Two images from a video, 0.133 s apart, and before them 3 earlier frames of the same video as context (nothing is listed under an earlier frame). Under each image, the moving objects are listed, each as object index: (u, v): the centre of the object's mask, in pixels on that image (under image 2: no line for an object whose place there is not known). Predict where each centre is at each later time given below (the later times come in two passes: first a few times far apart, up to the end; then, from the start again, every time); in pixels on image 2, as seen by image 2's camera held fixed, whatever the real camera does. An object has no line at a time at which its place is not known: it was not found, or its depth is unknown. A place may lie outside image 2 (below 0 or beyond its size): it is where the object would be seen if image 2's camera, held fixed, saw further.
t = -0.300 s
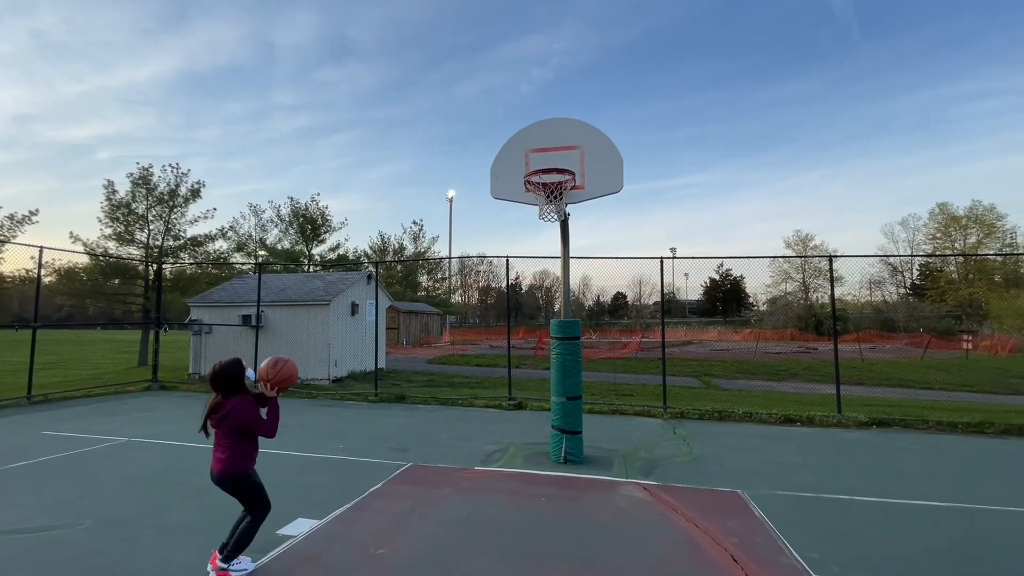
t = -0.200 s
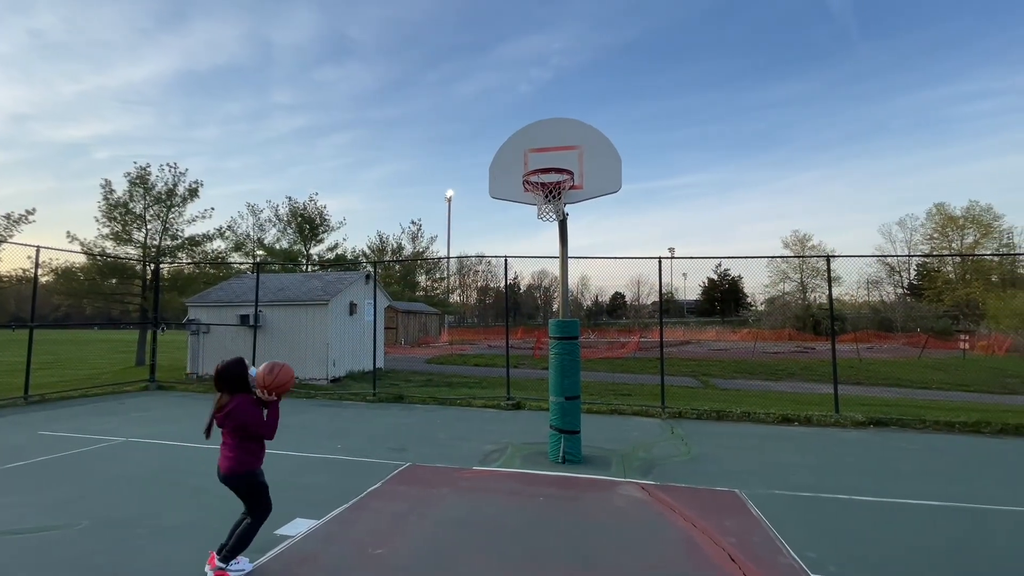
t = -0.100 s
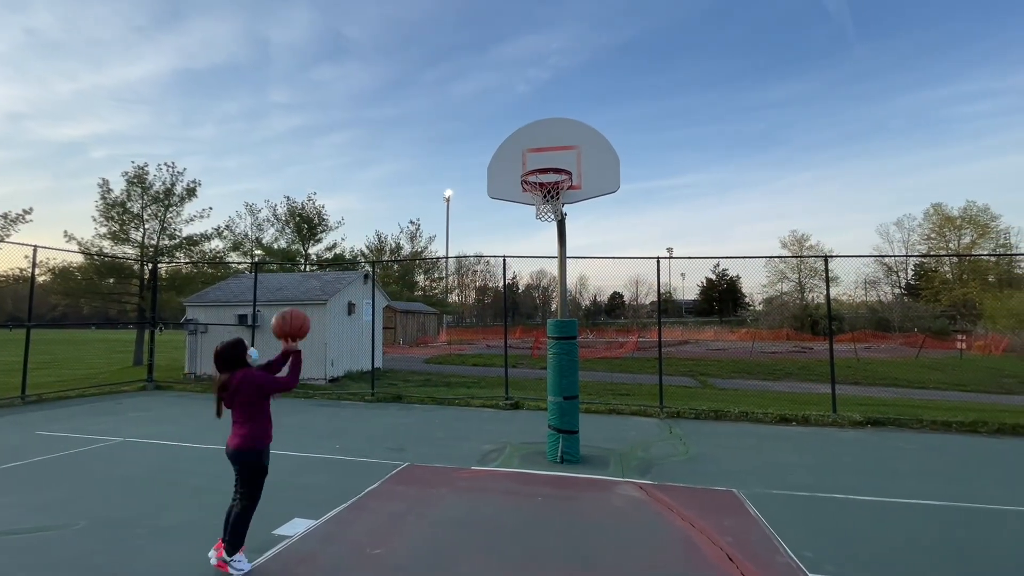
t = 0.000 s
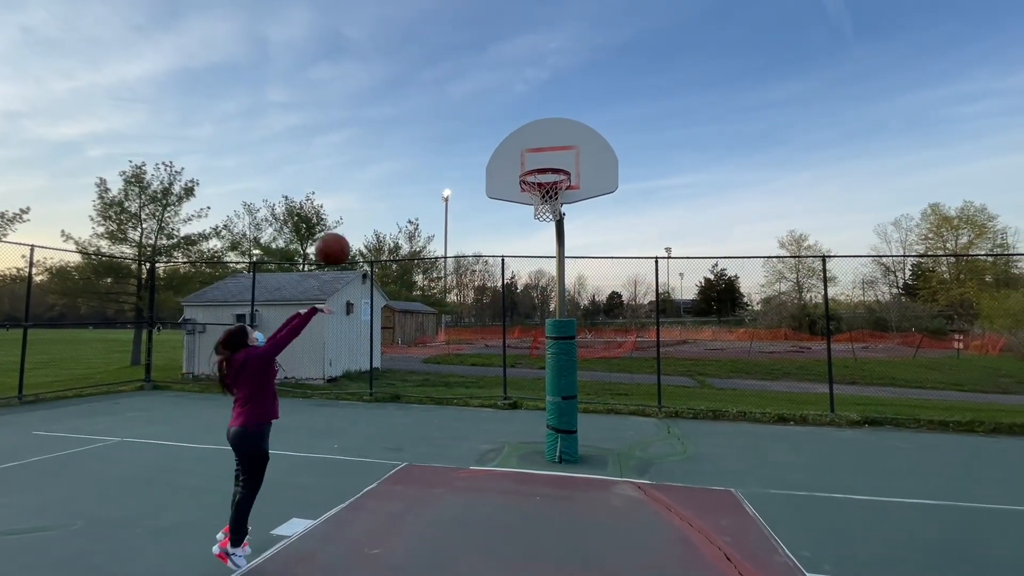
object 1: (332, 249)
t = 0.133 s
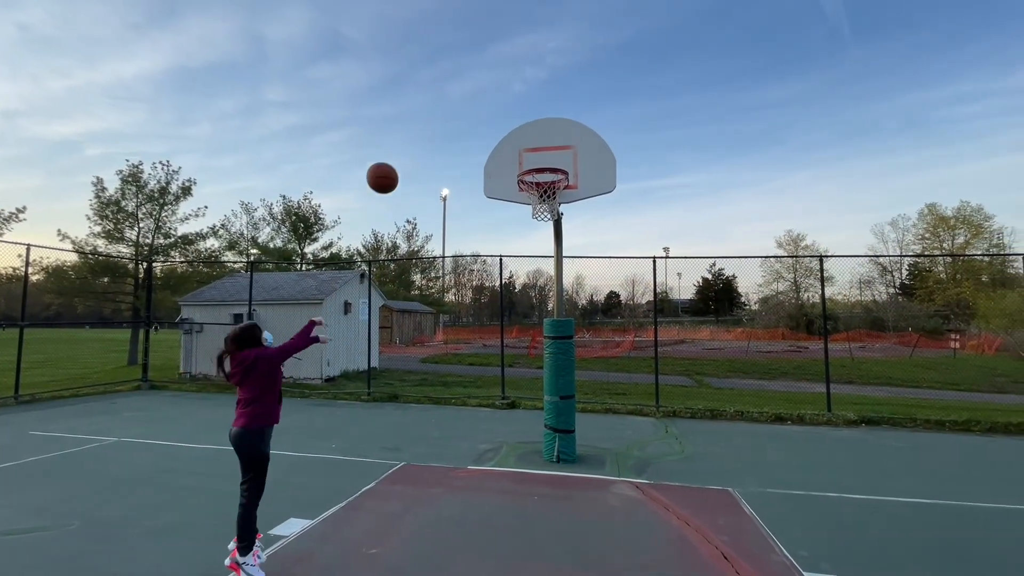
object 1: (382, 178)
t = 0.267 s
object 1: (427, 138)
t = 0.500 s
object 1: (491, 124)
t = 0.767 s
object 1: (547, 169)
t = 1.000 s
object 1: (557, 156)
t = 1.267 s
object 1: (545, 158)
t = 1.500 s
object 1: (533, 169)
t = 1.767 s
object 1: (545, 212)
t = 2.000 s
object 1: (552, 228)
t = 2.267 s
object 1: (554, 325)
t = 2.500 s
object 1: (557, 494)
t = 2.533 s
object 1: (556, 522)
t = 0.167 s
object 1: (394, 165)
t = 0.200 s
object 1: (405, 154)
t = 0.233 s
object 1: (416, 145)
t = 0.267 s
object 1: (427, 138)
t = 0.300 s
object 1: (437, 132)
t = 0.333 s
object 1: (447, 127)
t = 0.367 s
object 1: (456, 124)
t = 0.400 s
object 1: (465, 122)
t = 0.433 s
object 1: (474, 122)
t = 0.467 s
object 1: (483, 122)
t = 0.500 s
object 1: (491, 124)
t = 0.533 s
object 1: (499, 126)
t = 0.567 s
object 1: (507, 130)
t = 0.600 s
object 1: (515, 135)
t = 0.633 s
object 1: (522, 141)
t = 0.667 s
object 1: (529, 148)
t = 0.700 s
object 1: (537, 155)
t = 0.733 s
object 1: (543, 163)
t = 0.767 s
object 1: (547, 169)
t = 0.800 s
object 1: (549, 165)
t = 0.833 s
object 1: (551, 159)
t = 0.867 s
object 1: (552, 157)
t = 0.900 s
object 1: (554, 156)
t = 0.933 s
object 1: (555, 155)
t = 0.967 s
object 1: (556, 155)
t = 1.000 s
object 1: (557, 156)
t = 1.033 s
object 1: (558, 157)
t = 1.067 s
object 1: (560, 159)
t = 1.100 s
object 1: (562, 161)
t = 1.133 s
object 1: (558, 159)
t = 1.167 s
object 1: (555, 158)
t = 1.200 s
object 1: (551, 157)
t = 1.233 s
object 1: (548, 157)
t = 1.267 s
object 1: (545, 158)
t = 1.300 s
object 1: (542, 159)
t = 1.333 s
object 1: (539, 161)
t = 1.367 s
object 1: (537, 162)
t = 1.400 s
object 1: (535, 161)
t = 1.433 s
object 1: (534, 165)
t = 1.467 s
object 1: (533, 168)
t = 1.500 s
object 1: (533, 169)
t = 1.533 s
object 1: (535, 175)
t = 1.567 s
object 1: (536, 181)
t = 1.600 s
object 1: (535, 183)
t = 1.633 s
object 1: (537, 185)
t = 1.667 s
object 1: (534, 185)
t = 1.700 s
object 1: (539, 211)
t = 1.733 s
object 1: (541, 212)
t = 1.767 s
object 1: (545, 212)
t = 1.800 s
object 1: (548, 214)
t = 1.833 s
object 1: (551, 215)
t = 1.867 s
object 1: (552, 216)
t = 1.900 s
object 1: (552, 217)
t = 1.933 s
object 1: (552, 218)
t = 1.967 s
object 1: (552, 222)
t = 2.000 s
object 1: (552, 228)
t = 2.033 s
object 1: (552, 235)
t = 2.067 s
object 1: (553, 244)
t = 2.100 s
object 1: (553, 254)
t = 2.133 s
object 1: (553, 265)
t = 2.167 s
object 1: (553, 278)
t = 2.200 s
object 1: (554, 293)
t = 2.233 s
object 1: (554, 308)
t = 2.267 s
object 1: (554, 325)
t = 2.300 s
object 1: (554, 344)
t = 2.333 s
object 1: (555, 365)
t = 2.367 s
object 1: (555, 387)
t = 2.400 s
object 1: (555, 411)
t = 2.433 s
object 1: (556, 437)
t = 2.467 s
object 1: (556, 465)
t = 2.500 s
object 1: (557, 494)
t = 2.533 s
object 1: (556, 522)
